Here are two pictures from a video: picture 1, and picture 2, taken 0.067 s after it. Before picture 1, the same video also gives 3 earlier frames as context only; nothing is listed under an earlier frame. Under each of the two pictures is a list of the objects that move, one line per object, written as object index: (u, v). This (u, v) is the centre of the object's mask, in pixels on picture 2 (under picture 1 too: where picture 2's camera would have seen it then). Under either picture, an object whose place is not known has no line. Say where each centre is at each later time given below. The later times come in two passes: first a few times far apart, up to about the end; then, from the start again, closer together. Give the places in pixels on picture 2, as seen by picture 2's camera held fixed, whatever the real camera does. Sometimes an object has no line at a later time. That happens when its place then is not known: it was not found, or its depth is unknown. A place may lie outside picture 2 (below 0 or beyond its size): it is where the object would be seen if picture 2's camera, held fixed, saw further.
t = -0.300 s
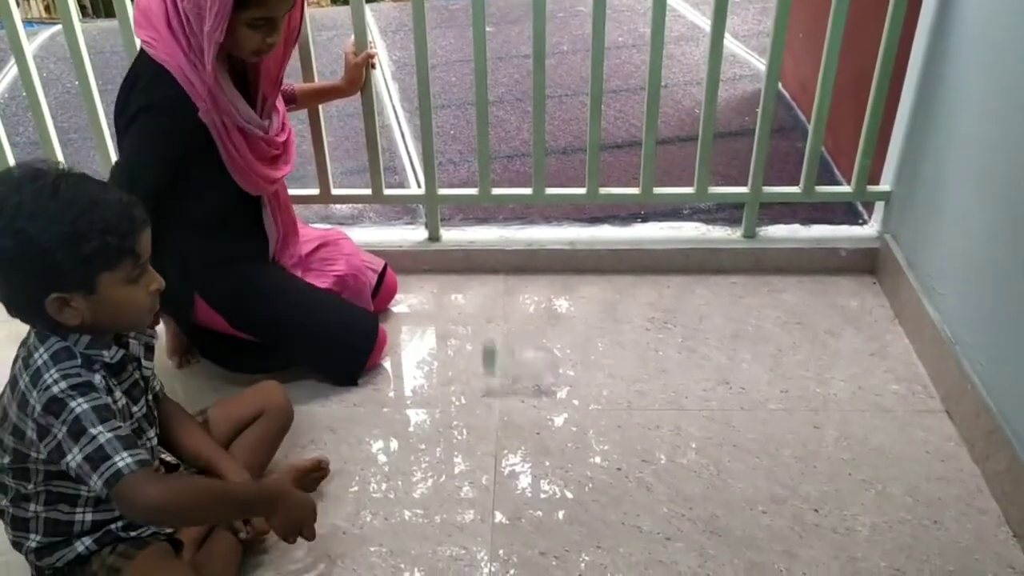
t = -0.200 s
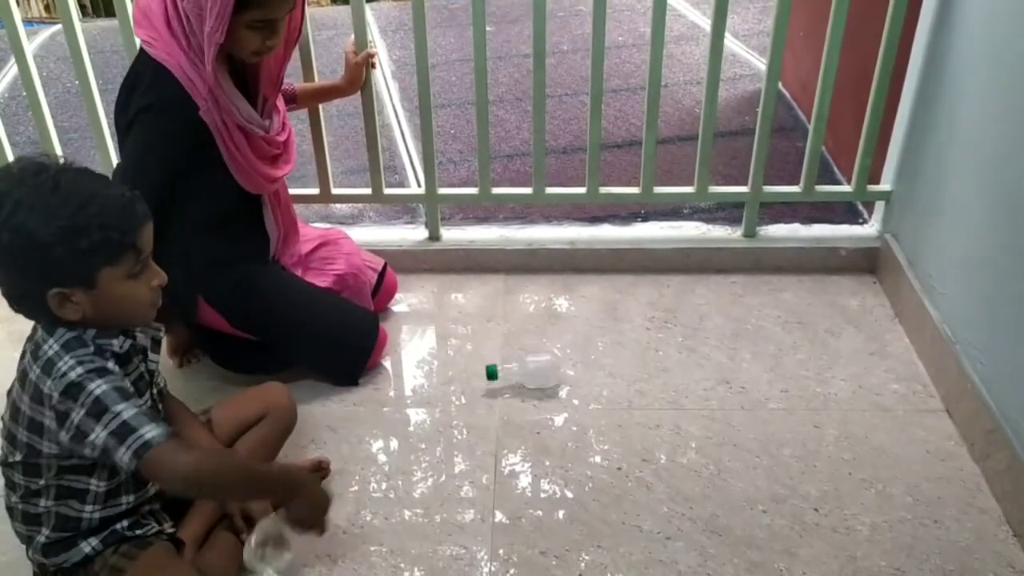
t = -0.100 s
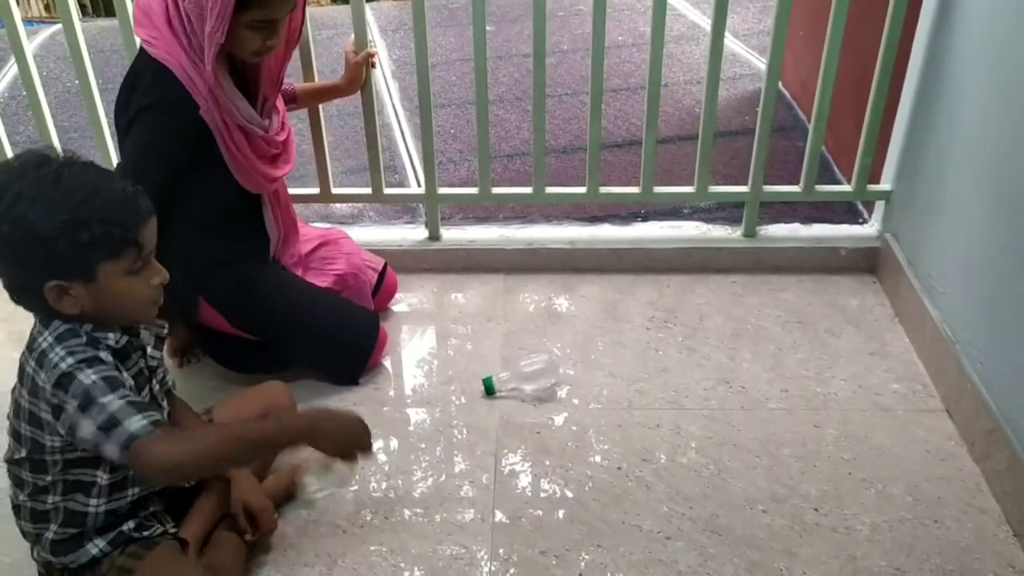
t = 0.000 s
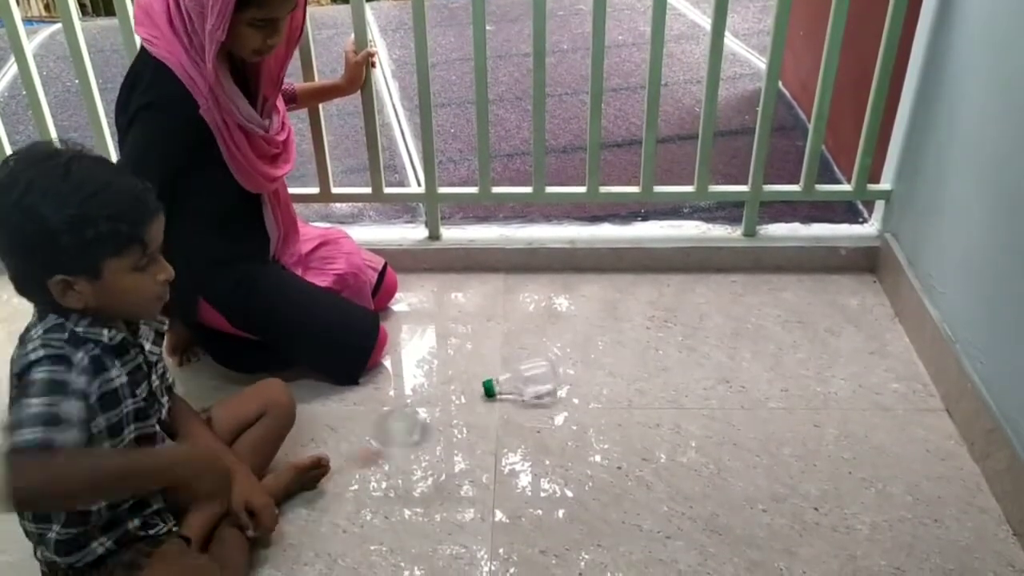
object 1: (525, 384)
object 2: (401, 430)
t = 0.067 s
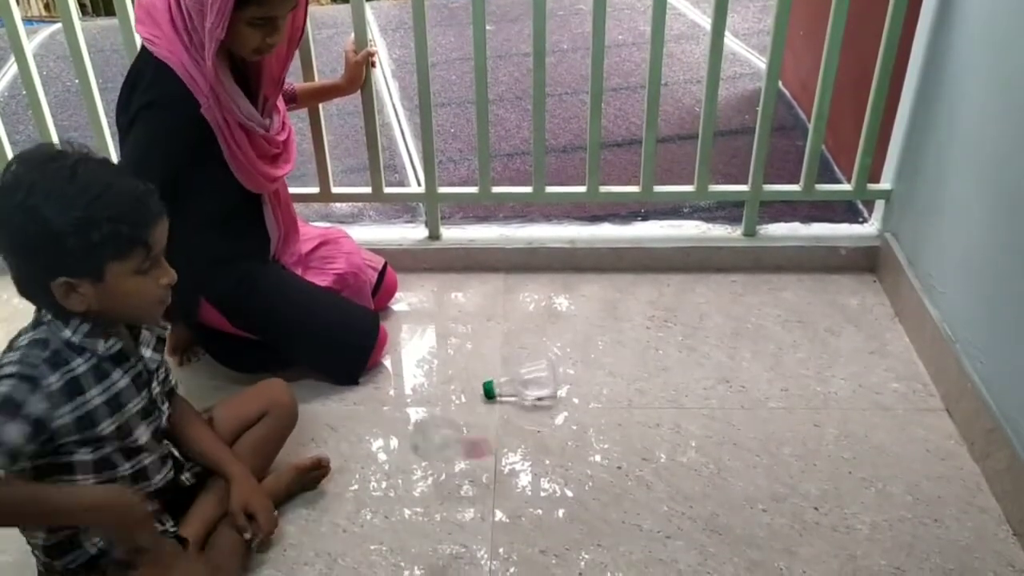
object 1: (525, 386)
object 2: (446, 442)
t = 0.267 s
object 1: (525, 397)
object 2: (568, 494)
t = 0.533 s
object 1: (519, 407)
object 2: (666, 466)
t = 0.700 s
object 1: (517, 414)
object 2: (704, 473)
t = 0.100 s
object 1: (525, 389)
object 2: (475, 451)
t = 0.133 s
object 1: (525, 390)
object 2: (493, 470)
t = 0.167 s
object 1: (526, 391)
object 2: (513, 488)
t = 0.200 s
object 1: (525, 393)
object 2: (538, 494)
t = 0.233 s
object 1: (526, 395)
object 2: (550, 508)
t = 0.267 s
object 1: (525, 397)
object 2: (568, 494)
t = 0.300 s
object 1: (525, 399)
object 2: (582, 491)
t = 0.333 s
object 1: (525, 400)
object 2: (589, 485)
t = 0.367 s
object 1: (525, 401)
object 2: (602, 481)
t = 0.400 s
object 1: (524, 402)
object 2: (613, 480)
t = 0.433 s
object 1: (524, 403)
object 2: (624, 475)
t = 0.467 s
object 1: (523, 404)
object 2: (641, 474)
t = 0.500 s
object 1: (520, 406)
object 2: (652, 469)
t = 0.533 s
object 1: (519, 407)
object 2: (666, 466)
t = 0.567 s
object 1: (518, 410)
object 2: (674, 470)
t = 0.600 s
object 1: (518, 412)
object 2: (682, 468)
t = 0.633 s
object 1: (519, 412)
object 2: (694, 477)
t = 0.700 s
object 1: (517, 414)
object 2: (704, 473)
